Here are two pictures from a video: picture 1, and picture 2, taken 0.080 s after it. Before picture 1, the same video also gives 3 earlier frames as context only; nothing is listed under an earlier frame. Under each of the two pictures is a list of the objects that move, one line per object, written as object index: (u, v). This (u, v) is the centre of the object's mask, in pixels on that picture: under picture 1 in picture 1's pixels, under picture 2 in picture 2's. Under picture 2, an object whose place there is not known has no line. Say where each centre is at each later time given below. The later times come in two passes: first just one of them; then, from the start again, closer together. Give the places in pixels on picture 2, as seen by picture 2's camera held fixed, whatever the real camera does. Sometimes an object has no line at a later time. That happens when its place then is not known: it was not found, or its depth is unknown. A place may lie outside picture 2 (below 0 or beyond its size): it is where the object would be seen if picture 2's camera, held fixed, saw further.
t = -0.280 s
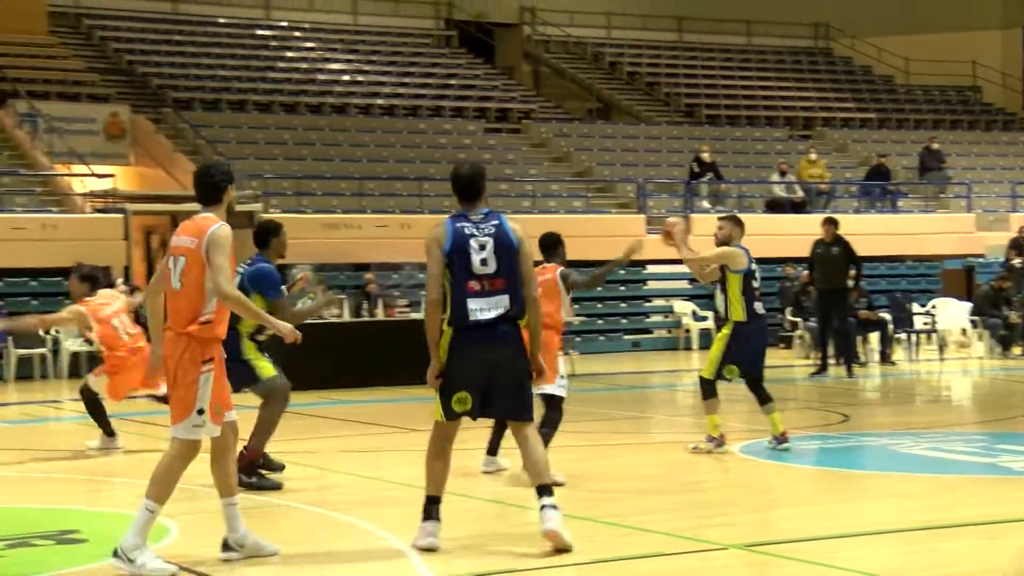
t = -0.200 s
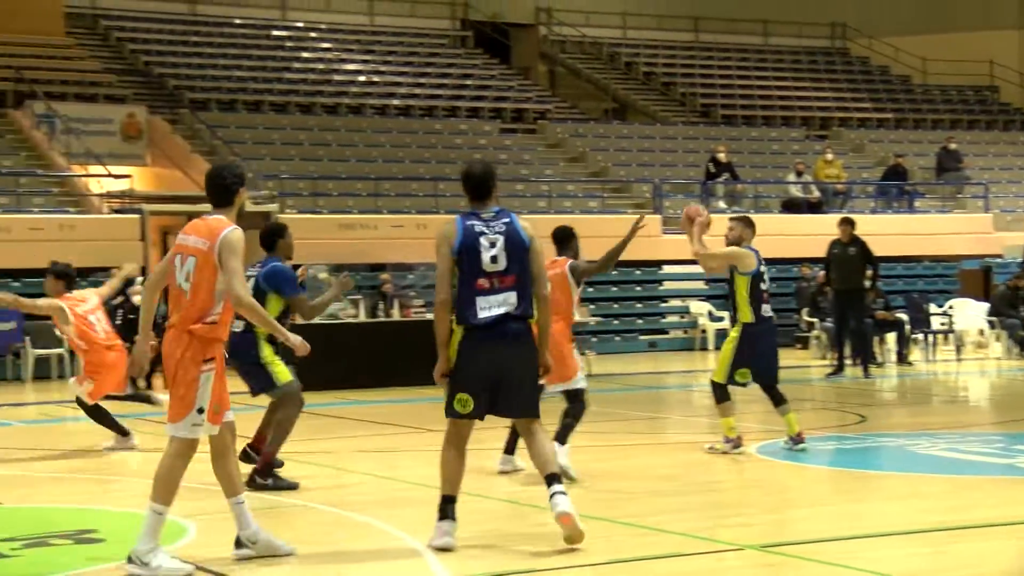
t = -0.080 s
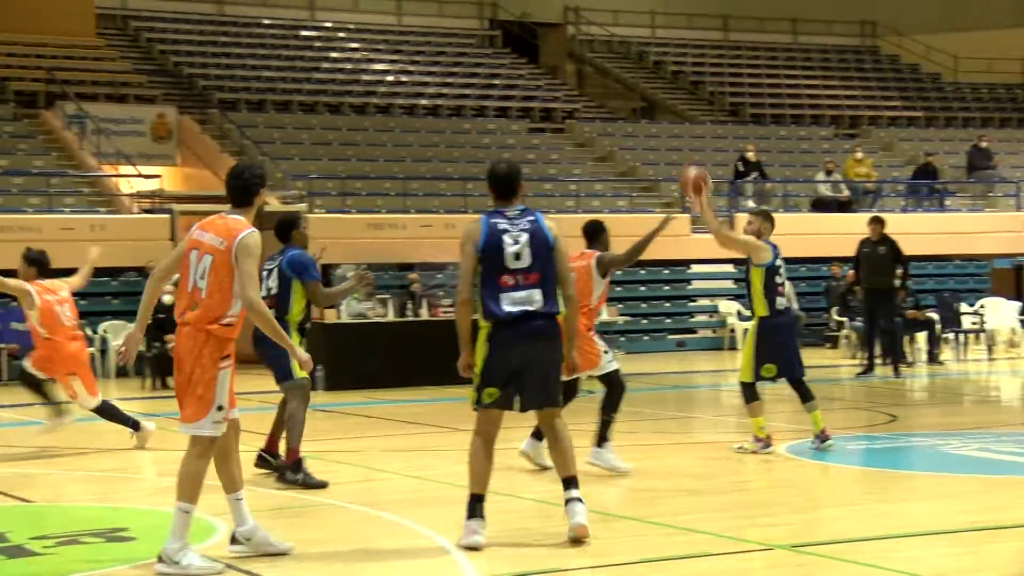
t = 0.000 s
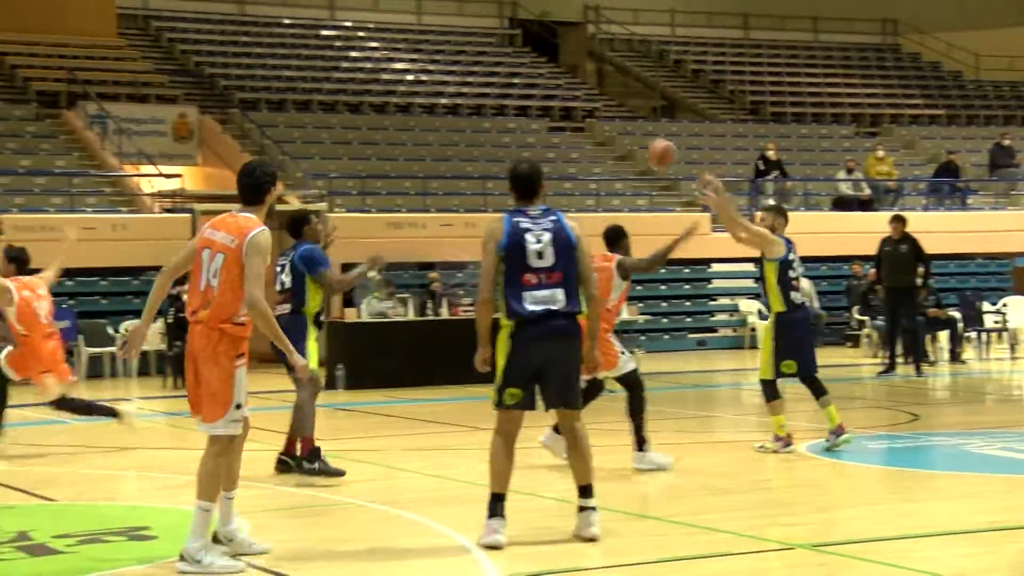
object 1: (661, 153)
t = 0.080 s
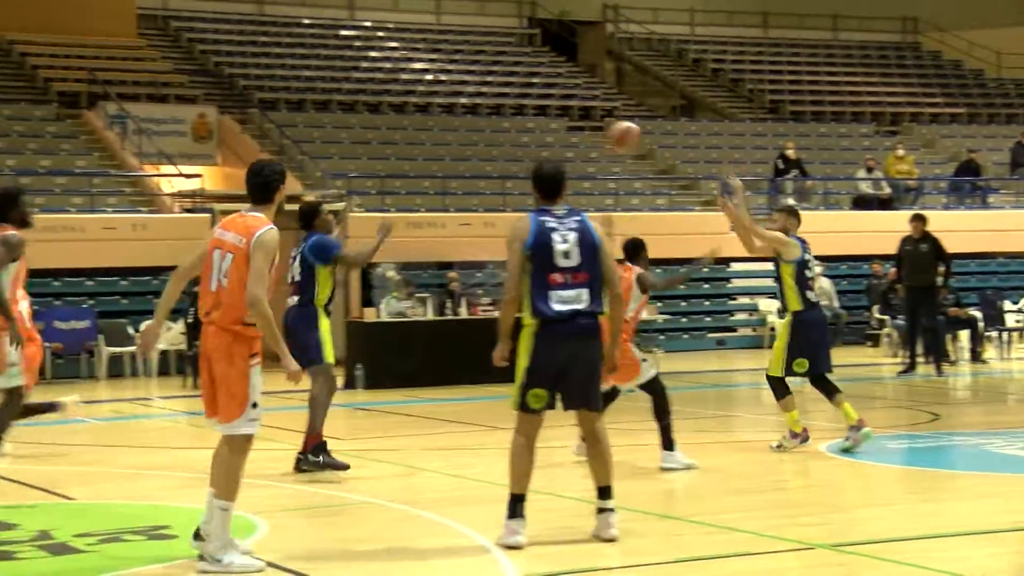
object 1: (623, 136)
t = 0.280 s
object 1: (486, 128)
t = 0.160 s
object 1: (568, 127)
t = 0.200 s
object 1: (540, 126)
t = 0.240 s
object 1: (512, 126)
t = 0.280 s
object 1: (486, 128)
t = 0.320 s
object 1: (459, 132)
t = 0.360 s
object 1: (434, 138)
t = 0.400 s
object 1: (406, 147)
